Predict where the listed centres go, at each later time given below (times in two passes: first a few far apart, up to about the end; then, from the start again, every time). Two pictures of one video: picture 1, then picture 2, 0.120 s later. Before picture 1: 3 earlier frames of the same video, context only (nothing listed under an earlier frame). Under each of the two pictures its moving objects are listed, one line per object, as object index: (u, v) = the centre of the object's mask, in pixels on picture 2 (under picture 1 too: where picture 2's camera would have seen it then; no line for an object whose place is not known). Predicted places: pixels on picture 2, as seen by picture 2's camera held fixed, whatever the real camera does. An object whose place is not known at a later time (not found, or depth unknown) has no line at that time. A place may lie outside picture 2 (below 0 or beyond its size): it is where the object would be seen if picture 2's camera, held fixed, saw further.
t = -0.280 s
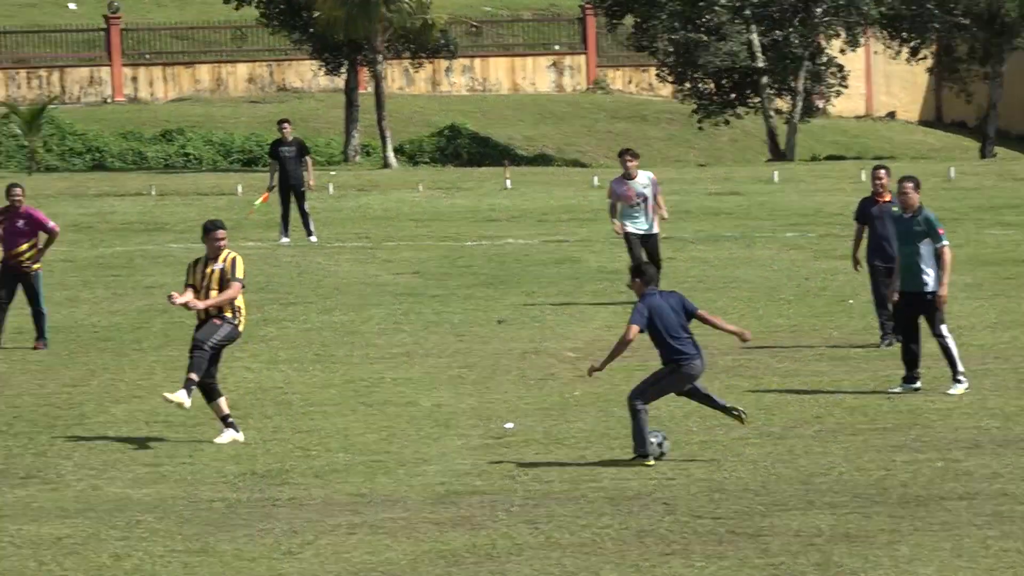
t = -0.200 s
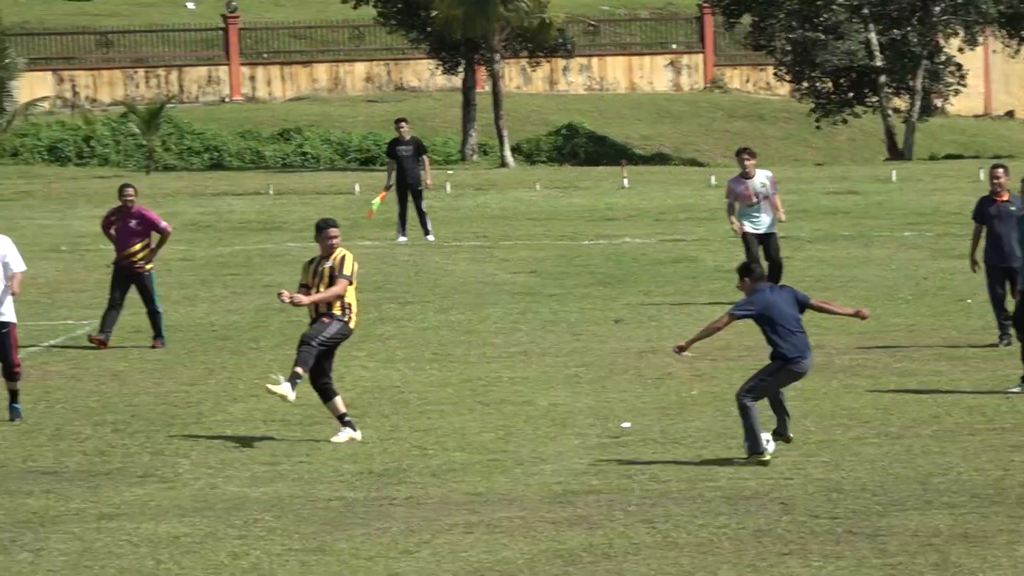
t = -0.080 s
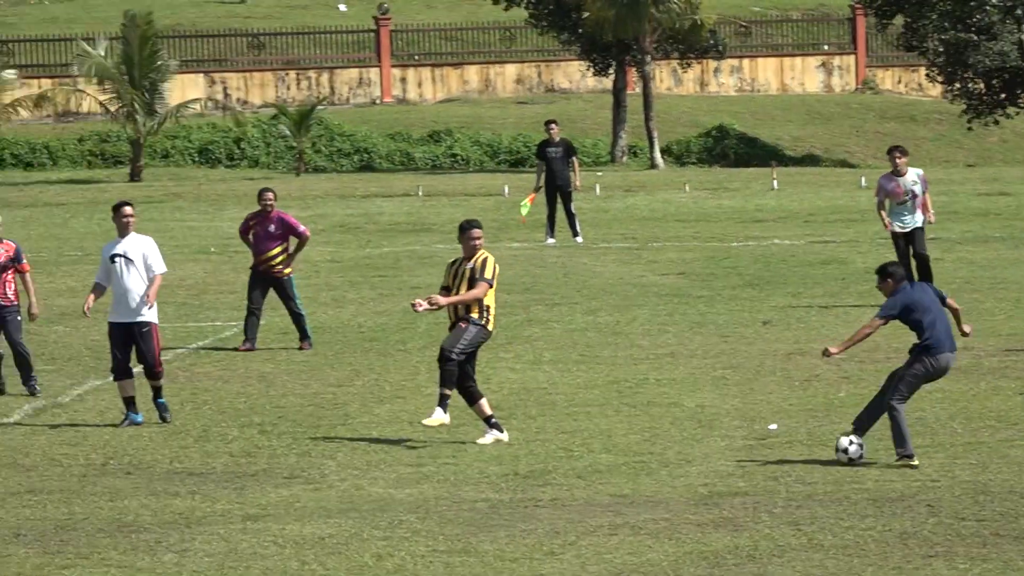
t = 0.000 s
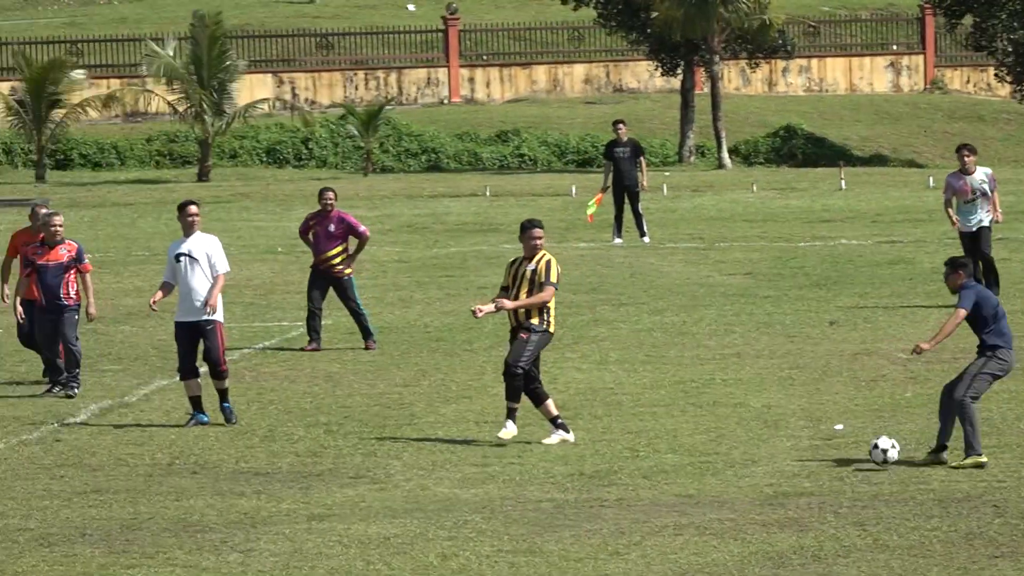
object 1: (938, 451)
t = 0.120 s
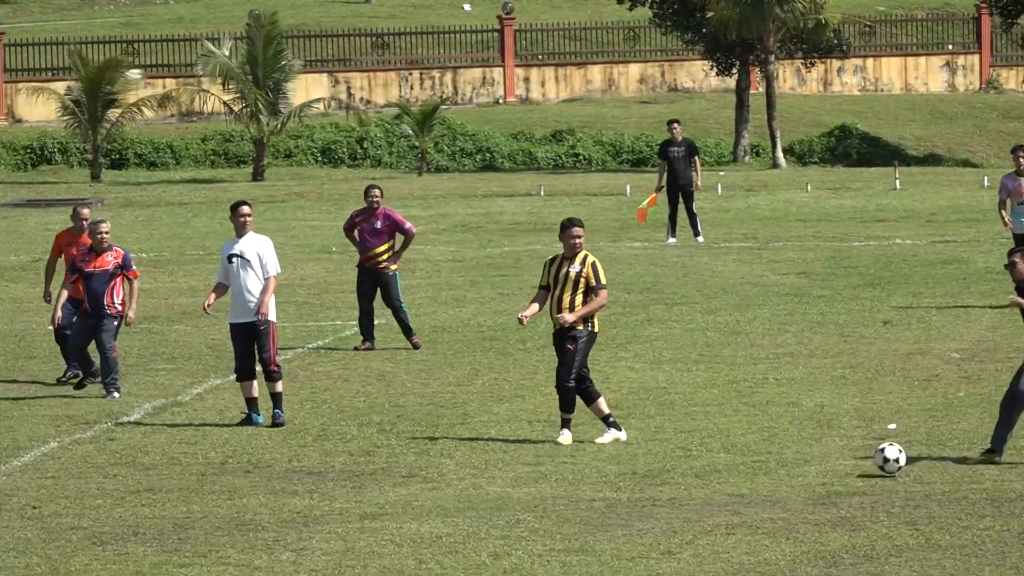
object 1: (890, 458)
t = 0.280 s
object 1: (828, 462)
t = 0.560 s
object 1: (728, 473)
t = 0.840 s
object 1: (631, 498)
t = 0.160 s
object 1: (874, 464)
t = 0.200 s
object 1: (859, 462)
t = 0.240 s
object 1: (844, 460)
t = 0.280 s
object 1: (828, 462)
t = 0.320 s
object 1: (813, 466)
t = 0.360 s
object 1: (799, 472)
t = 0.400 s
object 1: (784, 472)
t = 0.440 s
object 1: (770, 470)
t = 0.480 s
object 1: (756, 469)
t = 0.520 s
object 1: (742, 470)
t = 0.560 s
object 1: (728, 473)
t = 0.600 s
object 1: (714, 480)
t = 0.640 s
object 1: (701, 488)
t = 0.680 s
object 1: (686, 486)
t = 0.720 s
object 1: (672, 486)
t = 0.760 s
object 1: (658, 488)
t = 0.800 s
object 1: (644, 493)
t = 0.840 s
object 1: (631, 498)
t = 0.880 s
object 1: (617, 494)
